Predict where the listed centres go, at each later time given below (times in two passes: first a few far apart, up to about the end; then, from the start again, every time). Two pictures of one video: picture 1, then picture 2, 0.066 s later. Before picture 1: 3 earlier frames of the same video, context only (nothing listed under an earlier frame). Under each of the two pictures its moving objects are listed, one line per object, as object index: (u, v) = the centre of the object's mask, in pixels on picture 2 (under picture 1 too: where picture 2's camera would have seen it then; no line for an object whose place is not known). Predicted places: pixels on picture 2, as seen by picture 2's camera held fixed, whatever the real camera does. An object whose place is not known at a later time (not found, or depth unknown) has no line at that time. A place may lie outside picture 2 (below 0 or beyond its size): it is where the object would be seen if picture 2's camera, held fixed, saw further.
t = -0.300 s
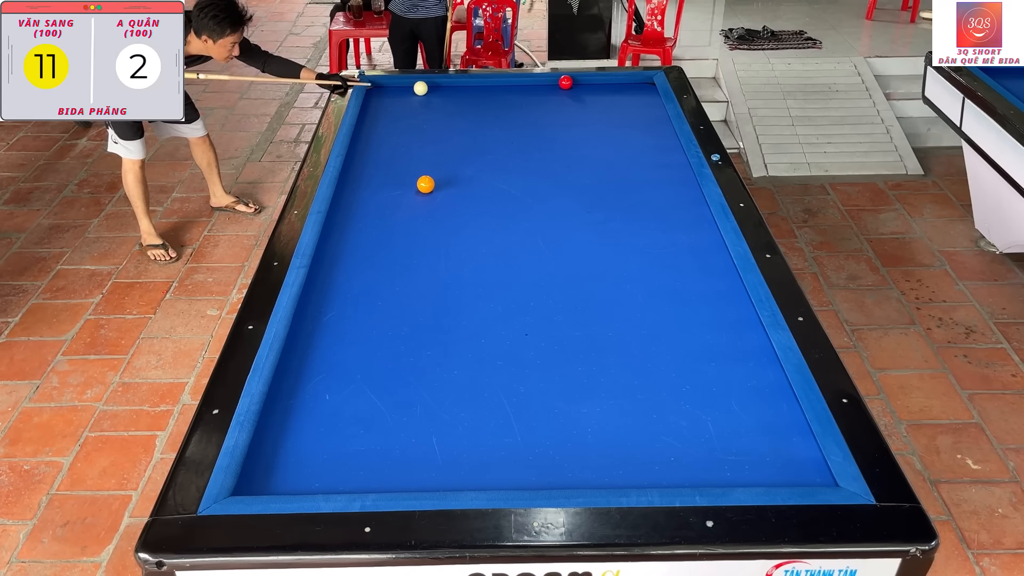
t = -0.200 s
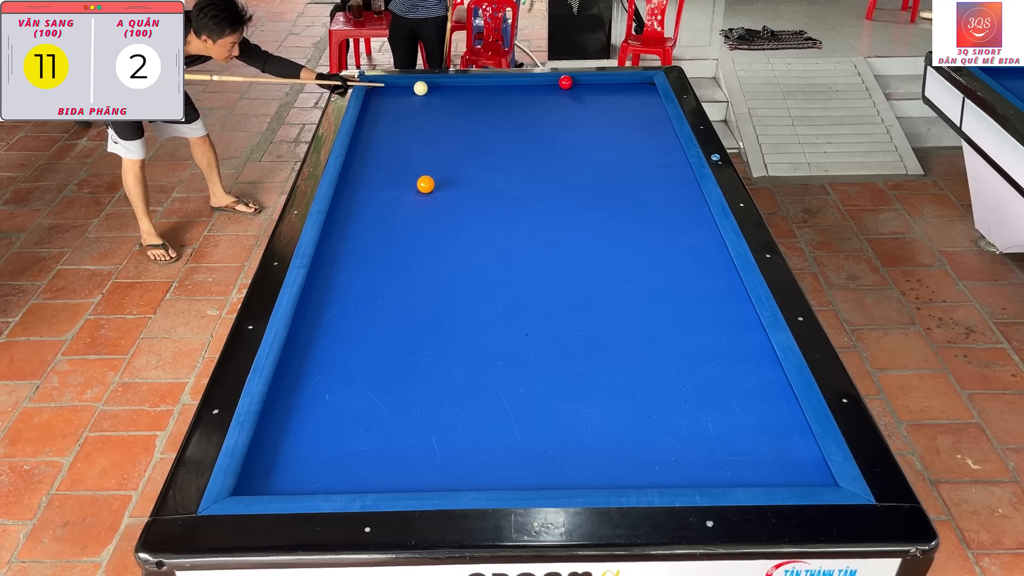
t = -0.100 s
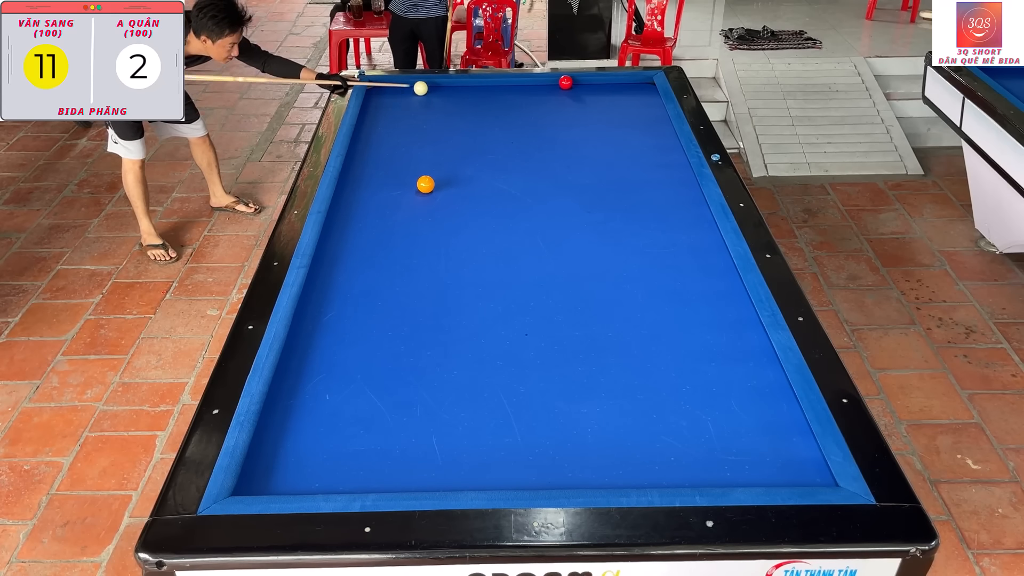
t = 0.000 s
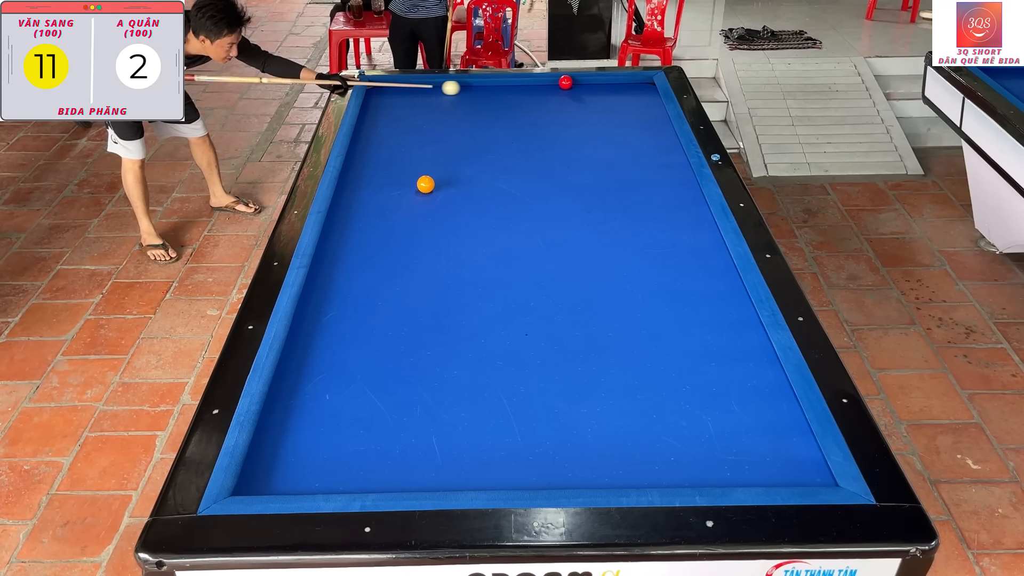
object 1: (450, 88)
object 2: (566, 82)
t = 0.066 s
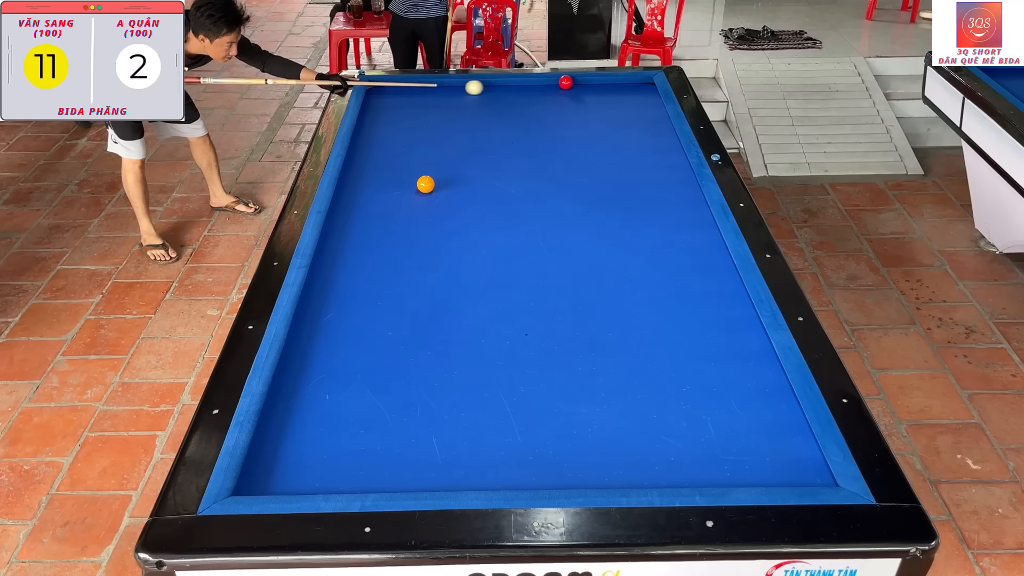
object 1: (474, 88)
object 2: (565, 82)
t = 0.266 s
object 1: (541, 87)
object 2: (566, 82)
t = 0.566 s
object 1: (616, 97)
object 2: (586, 89)
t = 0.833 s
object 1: (638, 107)
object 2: (605, 97)
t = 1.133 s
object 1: (597, 119)
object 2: (628, 107)
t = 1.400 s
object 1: (565, 129)
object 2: (647, 115)
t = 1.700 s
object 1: (527, 141)
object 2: (662, 125)
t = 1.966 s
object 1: (492, 152)
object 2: (656, 133)
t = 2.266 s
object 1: (452, 165)
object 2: (649, 142)
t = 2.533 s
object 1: (415, 175)
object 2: (643, 151)
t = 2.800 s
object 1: (378, 188)
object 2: (637, 159)
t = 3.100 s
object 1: (343, 200)
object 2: (630, 168)
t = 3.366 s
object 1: (362, 208)
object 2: (624, 176)
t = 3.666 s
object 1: (379, 216)
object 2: (617, 185)
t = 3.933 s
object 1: (395, 223)
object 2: (611, 193)
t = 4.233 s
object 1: (412, 230)
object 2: (604, 202)
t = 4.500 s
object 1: (427, 237)
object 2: (598, 209)
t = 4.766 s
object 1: (442, 243)
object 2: (592, 217)
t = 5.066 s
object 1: (458, 251)
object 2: (585, 225)
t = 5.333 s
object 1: (472, 257)
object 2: (579, 231)
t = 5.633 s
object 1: (488, 263)
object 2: (573, 239)
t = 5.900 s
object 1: (501, 269)
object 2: (568, 245)
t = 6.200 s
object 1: (515, 275)
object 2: (562, 251)
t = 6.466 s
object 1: (527, 280)
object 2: (557, 256)
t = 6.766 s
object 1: (540, 286)
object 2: (551, 262)
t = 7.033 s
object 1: (551, 291)
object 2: (547, 267)
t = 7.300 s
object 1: (561, 295)
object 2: (542, 271)
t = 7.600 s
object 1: (572, 299)
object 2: (538, 276)
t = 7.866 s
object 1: (581, 303)
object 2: (534, 279)
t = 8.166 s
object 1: (591, 306)
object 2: (531, 283)
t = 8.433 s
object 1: (598, 309)
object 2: (528, 286)
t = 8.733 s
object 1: (606, 311)
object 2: (526, 288)
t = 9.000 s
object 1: (612, 313)
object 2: (524, 290)
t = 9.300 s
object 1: (618, 315)
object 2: (523, 291)
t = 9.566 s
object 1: (622, 316)
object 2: (522, 291)
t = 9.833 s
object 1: (626, 317)
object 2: (522, 291)
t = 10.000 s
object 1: (628, 318)
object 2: (522, 291)
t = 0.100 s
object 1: (485, 88)
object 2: (565, 82)
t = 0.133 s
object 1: (496, 87)
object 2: (565, 82)
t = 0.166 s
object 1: (507, 87)
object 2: (566, 82)
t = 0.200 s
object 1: (519, 87)
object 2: (565, 82)
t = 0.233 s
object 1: (530, 87)
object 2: (565, 82)
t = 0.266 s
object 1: (541, 87)
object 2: (566, 82)
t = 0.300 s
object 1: (552, 87)
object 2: (566, 82)
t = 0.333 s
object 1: (561, 87)
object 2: (569, 80)
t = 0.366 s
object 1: (568, 89)
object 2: (571, 79)
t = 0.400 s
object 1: (576, 91)
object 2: (573, 81)
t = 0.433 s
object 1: (584, 92)
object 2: (575, 84)
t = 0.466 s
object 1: (591, 93)
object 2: (578, 86)
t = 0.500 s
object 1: (599, 95)
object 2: (581, 87)
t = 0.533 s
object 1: (608, 96)
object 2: (584, 88)
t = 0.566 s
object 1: (616, 97)
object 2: (586, 89)
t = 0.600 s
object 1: (625, 98)
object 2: (589, 90)
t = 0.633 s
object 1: (633, 100)
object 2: (591, 91)
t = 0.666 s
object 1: (642, 101)
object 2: (593, 92)
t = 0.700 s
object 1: (650, 102)
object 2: (596, 93)
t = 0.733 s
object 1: (656, 103)
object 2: (598, 94)
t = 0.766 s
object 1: (650, 105)
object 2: (601, 95)
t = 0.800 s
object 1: (644, 106)
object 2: (603, 96)
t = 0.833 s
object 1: (638, 107)
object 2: (605, 97)
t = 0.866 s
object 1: (632, 109)
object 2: (608, 98)
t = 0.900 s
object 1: (627, 110)
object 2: (610, 100)
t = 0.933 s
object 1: (622, 111)
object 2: (612, 100)
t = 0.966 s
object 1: (618, 113)
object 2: (615, 100)
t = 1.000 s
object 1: (613, 114)
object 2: (618, 101)
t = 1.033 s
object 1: (609, 115)
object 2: (620, 103)
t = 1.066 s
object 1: (605, 116)
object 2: (623, 105)
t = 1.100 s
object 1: (601, 118)
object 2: (625, 106)
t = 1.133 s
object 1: (597, 119)
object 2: (628, 107)
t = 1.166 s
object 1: (593, 120)
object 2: (630, 108)
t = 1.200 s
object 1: (589, 121)
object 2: (632, 109)
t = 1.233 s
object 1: (585, 123)
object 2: (635, 110)
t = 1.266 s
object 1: (581, 124)
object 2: (637, 111)
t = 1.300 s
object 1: (577, 125)
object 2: (640, 112)
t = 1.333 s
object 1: (573, 127)
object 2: (642, 113)
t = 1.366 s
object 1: (569, 128)
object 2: (645, 114)
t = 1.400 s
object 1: (565, 129)
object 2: (647, 115)
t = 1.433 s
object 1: (560, 131)
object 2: (650, 116)
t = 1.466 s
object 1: (556, 132)
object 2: (652, 117)
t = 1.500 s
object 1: (552, 133)
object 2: (655, 118)
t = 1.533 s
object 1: (548, 135)
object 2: (657, 119)
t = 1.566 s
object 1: (544, 136)
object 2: (660, 121)
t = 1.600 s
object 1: (540, 137)
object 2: (662, 121)
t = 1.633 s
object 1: (535, 139)
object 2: (664, 123)
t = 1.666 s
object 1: (531, 140)
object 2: (663, 124)
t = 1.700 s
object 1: (527, 141)
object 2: (662, 125)
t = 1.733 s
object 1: (523, 143)
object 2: (661, 126)
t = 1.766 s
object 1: (518, 144)
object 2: (660, 127)
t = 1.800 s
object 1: (514, 145)
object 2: (660, 128)
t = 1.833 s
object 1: (510, 147)
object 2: (659, 129)
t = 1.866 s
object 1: (505, 148)
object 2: (658, 130)
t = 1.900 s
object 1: (501, 149)
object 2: (657, 131)
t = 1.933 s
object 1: (497, 151)
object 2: (657, 132)
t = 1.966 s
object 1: (492, 152)
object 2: (656, 133)
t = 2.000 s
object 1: (488, 154)
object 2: (655, 134)
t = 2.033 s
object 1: (484, 155)
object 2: (655, 135)
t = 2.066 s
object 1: (479, 156)
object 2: (654, 136)
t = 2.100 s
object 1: (475, 157)
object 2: (653, 137)
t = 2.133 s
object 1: (470, 159)
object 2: (652, 138)
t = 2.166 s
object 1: (466, 160)
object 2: (652, 139)
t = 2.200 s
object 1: (462, 162)
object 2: (651, 140)
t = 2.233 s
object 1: (457, 163)
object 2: (650, 141)
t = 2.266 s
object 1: (452, 165)
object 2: (649, 142)
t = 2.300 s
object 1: (448, 166)
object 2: (648, 143)
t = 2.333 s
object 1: (443, 167)
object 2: (648, 144)
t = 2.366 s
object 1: (439, 169)
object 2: (647, 145)
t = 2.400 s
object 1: (434, 170)
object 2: (646, 146)
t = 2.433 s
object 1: (430, 170)
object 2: (646, 147)
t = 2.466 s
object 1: (425, 171)
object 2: (645, 148)
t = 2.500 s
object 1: (420, 173)
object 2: (644, 149)
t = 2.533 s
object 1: (415, 175)
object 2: (643, 151)
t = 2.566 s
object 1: (410, 177)
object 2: (642, 151)
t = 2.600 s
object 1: (406, 179)
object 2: (642, 153)
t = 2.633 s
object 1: (402, 180)
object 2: (641, 154)
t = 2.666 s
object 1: (397, 182)
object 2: (640, 155)
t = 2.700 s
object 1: (392, 183)
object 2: (639, 156)
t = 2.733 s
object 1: (388, 185)
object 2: (639, 157)
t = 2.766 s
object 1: (383, 186)
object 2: (638, 158)
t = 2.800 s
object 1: (378, 188)
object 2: (637, 159)
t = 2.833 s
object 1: (373, 189)
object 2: (636, 160)
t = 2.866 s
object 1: (368, 191)
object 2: (635, 161)
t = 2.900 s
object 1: (364, 192)
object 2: (635, 162)
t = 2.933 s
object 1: (359, 194)
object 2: (634, 163)
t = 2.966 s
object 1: (354, 195)
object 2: (633, 164)
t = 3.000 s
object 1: (349, 197)
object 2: (633, 165)
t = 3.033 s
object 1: (344, 198)
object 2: (632, 166)
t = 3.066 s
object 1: (340, 200)
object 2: (631, 167)
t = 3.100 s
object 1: (343, 200)
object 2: (630, 168)
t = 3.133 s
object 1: (347, 201)
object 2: (630, 169)
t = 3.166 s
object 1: (349, 202)
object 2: (629, 170)
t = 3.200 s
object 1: (352, 203)
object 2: (628, 171)
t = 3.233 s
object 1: (354, 204)
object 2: (627, 172)
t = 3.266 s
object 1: (356, 205)
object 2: (627, 173)
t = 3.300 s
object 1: (358, 206)
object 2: (626, 174)
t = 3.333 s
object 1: (360, 207)
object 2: (625, 175)
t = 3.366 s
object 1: (362, 208)
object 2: (624, 176)
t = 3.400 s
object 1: (364, 209)
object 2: (623, 177)
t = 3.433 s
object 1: (366, 209)
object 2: (623, 178)
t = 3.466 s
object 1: (368, 210)
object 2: (622, 179)
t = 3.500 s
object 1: (370, 211)
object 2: (621, 180)
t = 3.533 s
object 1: (372, 212)
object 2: (620, 181)
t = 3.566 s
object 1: (373, 213)
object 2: (620, 182)
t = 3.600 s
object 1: (375, 214)
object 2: (619, 183)
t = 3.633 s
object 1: (377, 215)
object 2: (618, 184)
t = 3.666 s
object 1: (379, 216)
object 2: (617, 185)
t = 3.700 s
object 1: (381, 217)
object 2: (616, 186)
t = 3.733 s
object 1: (383, 217)
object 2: (616, 187)
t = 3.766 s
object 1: (385, 218)
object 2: (615, 188)
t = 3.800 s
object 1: (387, 219)
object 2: (614, 189)
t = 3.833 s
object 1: (389, 220)
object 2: (613, 190)
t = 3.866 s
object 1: (391, 221)
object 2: (613, 191)
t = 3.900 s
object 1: (393, 222)
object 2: (612, 192)
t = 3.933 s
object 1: (395, 223)
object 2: (611, 193)
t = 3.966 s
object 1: (397, 224)
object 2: (610, 194)
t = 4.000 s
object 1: (399, 224)
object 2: (609, 195)
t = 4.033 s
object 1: (400, 225)
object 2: (609, 196)
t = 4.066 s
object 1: (402, 226)
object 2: (608, 197)
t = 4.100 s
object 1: (404, 227)
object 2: (607, 198)
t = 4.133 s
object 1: (406, 228)
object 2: (606, 199)
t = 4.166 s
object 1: (408, 229)
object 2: (605, 200)
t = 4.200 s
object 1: (410, 229)
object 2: (605, 201)
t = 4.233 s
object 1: (412, 230)
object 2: (604, 202)
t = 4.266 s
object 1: (414, 231)
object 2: (603, 203)
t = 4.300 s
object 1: (416, 232)
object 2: (602, 204)
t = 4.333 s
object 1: (418, 233)
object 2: (601, 205)
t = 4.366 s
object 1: (419, 234)
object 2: (601, 206)
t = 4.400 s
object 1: (421, 234)
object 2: (600, 207)
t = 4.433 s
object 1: (423, 235)
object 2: (599, 208)
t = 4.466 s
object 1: (425, 236)
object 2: (598, 208)
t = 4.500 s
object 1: (427, 237)
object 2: (598, 209)
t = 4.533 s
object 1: (429, 238)
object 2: (597, 210)
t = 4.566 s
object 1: (431, 239)
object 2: (596, 211)
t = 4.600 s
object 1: (433, 239)
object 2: (595, 212)
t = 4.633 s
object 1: (434, 240)
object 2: (595, 213)
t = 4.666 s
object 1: (436, 241)
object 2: (594, 214)
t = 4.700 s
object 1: (438, 242)
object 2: (593, 215)
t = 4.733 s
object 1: (440, 243)
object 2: (592, 216)
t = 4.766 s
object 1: (442, 243)
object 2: (592, 217)
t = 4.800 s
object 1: (444, 244)
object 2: (591, 218)
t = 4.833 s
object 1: (446, 245)
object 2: (590, 218)
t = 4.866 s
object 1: (447, 246)
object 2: (590, 219)
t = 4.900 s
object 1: (449, 247)
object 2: (589, 220)
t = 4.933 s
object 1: (451, 247)
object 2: (588, 221)
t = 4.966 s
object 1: (453, 248)
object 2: (587, 222)
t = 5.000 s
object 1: (455, 249)
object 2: (587, 223)
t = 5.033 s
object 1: (456, 250)
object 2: (586, 224)
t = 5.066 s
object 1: (458, 251)
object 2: (585, 225)
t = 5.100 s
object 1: (460, 251)
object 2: (584, 226)
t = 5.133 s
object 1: (462, 252)
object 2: (584, 226)
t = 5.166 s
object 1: (464, 253)
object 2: (583, 227)
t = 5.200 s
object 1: (465, 253)
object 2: (582, 228)
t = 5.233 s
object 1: (467, 254)
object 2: (582, 229)
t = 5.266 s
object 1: (469, 255)
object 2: (581, 230)
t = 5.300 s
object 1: (471, 256)
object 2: (580, 231)
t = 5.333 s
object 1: (472, 257)
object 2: (579, 231)
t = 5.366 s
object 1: (474, 257)
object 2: (579, 232)
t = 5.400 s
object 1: (476, 258)
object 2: (578, 233)
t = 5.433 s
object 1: (477, 259)
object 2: (577, 234)
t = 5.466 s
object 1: (479, 259)
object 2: (577, 235)
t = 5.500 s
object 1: (481, 260)
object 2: (576, 236)
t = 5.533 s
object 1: (483, 261)
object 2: (575, 236)
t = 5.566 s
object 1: (484, 262)
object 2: (575, 237)
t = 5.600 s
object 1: (486, 262)
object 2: (574, 238)
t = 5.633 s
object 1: (488, 263)
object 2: (573, 239)
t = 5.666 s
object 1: (489, 264)
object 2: (573, 239)
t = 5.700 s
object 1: (491, 264)
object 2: (572, 240)
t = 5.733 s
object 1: (493, 265)
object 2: (571, 241)
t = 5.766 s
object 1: (495, 266)
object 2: (571, 242)
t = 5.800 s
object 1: (496, 267)
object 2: (570, 242)
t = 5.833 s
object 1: (498, 267)
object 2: (569, 243)
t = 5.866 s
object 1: (499, 268)
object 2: (569, 244)
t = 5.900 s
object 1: (501, 269)
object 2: (568, 245)
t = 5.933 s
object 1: (503, 269)
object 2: (567, 245)
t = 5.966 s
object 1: (504, 270)
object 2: (567, 246)
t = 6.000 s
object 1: (506, 271)
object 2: (566, 247)
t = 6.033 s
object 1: (507, 272)
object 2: (565, 248)
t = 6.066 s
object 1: (509, 272)
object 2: (565, 248)
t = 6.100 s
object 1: (511, 273)
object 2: (564, 249)
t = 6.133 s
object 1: (512, 274)
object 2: (563, 250)
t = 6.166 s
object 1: (514, 274)
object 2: (563, 250)
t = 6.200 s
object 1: (515, 275)
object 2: (562, 251)
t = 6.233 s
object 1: (517, 276)
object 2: (561, 252)
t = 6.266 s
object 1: (518, 276)
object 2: (561, 253)
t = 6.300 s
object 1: (520, 277)
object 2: (560, 253)
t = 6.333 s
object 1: (521, 278)
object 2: (559, 254)
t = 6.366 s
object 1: (523, 278)
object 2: (559, 254)
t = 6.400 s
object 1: (524, 279)
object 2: (558, 255)
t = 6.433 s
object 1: (526, 280)
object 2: (557, 256)
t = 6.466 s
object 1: (527, 280)
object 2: (557, 256)
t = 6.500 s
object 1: (529, 281)
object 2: (556, 257)
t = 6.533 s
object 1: (530, 282)
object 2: (556, 258)
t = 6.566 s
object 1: (532, 282)
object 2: (555, 258)
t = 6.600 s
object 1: (533, 283)
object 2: (554, 259)
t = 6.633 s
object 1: (535, 283)
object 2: (554, 260)
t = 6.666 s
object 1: (536, 284)
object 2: (553, 260)
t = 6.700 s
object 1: (537, 285)
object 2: (553, 261)
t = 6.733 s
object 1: (539, 285)
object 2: (552, 261)
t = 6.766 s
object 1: (540, 286)
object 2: (551, 262)
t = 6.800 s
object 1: (542, 287)
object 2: (551, 263)
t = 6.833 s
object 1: (543, 287)
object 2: (550, 263)
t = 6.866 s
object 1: (544, 288)
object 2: (550, 264)
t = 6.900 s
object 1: (546, 289)
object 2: (549, 264)
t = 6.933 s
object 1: (547, 289)
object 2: (549, 265)
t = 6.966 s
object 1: (548, 290)
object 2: (548, 265)
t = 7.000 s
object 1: (550, 290)
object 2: (547, 266)
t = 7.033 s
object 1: (551, 291)
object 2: (547, 267)
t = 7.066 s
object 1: (552, 292)
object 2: (546, 267)
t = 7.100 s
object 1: (553, 292)
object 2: (546, 268)
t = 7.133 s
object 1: (555, 293)
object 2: (545, 268)
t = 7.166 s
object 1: (556, 293)
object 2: (545, 269)
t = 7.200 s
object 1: (557, 294)
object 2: (544, 269)
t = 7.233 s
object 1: (559, 294)
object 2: (543, 270)
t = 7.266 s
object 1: (560, 295)
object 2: (543, 271)
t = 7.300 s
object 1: (561, 295)
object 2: (542, 271)
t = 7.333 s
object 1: (562, 296)
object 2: (542, 272)
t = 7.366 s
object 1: (564, 296)
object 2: (542, 272)
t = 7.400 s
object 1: (565, 297)
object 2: (541, 273)
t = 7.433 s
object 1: (566, 297)
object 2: (541, 273)
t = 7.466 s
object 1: (567, 297)
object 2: (540, 274)
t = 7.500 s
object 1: (568, 298)
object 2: (539, 274)
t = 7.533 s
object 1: (570, 298)
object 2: (539, 275)
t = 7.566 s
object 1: (571, 299)
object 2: (539, 275)
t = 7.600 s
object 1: (572, 299)
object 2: (538, 276)
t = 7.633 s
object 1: (573, 300)
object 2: (538, 276)
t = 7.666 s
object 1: (574, 300)
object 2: (537, 276)
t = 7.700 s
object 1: (576, 301)
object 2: (537, 277)
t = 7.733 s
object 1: (577, 301)
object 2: (536, 277)
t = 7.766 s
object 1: (578, 302)
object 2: (536, 278)
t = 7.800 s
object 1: (579, 302)
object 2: (535, 278)
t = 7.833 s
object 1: (580, 302)
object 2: (535, 279)
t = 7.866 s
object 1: (581, 303)
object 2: (534, 279)
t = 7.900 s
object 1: (582, 303)
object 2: (534, 280)
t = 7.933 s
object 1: (583, 303)
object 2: (534, 280)
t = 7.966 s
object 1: (584, 304)
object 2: (533, 280)
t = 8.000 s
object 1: (585, 304)
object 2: (533, 281)
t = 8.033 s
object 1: (587, 305)
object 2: (532, 281)
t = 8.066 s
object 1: (587, 305)
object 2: (532, 282)
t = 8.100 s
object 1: (589, 305)
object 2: (532, 282)
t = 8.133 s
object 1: (590, 306)
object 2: (531, 283)
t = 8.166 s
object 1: (591, 306)
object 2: (531, 283)
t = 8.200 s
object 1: (592, 307)
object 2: (531, 283)
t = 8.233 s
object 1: (592, 307)
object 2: (530, 284)
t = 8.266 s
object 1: (593, 307)
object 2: (530, 284)
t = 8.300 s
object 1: (594, 307)
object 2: (530, 284)
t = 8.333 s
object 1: (595, 308)
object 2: (529, 285)
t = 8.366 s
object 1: (596, 308)
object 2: (529, 285)
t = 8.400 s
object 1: (597, 308)
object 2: (529, 285)
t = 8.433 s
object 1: (598, 309)
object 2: (528, 286)
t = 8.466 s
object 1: (599, 309)
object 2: (528, 286)
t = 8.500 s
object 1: (600, 309)
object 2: (528, 286)
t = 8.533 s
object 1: (601, 310)
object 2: (528, 286)
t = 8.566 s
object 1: (602, 310)
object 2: (527, 287)
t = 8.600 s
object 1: (602, 310)
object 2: (527, 287)
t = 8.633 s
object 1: (603, 310)
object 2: (527, 287)
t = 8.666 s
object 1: (604, 311)
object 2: (526, 287)
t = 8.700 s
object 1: (605, 311)
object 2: (526, 288)
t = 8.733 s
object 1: (606, 311)
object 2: (526, 288)
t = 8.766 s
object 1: (606, 312)
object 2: (526, 288)
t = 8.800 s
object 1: (607, 312)
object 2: (525, 288)
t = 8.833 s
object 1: (608, 312)
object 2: (525, 289)
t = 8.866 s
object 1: (609, 312)
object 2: (525, 289)
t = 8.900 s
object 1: (610, 312)
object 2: (525, 289)
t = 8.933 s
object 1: (610, 313)
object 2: (525, 289)
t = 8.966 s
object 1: (611, 313)
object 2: (525, 289)
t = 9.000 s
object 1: (612, 313)
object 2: (524, 290)
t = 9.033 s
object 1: (613, 313)
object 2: (524, 290)
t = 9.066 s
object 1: (613, 314)
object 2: (524, 290)
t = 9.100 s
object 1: (614, 314)
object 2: (524, 290)
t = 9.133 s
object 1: (615, 314)
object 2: (524, 290)
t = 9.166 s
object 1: (615, 314)
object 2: (524, 290)
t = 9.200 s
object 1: (616, 314)
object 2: (523, 290)
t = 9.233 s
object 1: (617, 315)
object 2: (523, 291)
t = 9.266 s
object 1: (617, 315)
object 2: (523, 291)
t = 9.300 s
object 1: (618, 315)
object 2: (523, 291)
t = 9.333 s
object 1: (619, 315)
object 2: (523, 291)
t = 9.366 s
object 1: (619, 315)
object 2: (523, 291)
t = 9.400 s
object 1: (620, 315)
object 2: (522, 291)
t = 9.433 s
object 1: (620, 316)
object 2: (522, 291)
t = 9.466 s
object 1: (621, 316)
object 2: (522, 291)
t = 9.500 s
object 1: (621, 316)
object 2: (522, 291)
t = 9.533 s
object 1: (622, 316)
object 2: (522, 291)
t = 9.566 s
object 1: (622, 316)
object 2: (522, 291)
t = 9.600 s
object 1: (623, 316)
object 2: (522, 291)
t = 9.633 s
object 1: (623, 317)
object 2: (522, 291)
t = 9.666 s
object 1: (624, 317)
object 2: (522, 291)
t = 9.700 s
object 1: (624, 317)
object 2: (522, 291)
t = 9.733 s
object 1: (625, 317)
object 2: (522, 291)
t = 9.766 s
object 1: (625, 317)
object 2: (522, 291)
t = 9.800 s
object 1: (626, 317)
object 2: (522, 291)
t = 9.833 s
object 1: (626, 317)
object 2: (522, 291)
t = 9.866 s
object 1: (626, 317)
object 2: (522, 291)
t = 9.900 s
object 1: (627, 318)
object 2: (522, 291)
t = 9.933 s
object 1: (627, 318)
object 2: (522, 291)
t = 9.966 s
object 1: (627, 318)
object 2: (522, 291)
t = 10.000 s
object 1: (628, 318)
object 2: (522, 291)
